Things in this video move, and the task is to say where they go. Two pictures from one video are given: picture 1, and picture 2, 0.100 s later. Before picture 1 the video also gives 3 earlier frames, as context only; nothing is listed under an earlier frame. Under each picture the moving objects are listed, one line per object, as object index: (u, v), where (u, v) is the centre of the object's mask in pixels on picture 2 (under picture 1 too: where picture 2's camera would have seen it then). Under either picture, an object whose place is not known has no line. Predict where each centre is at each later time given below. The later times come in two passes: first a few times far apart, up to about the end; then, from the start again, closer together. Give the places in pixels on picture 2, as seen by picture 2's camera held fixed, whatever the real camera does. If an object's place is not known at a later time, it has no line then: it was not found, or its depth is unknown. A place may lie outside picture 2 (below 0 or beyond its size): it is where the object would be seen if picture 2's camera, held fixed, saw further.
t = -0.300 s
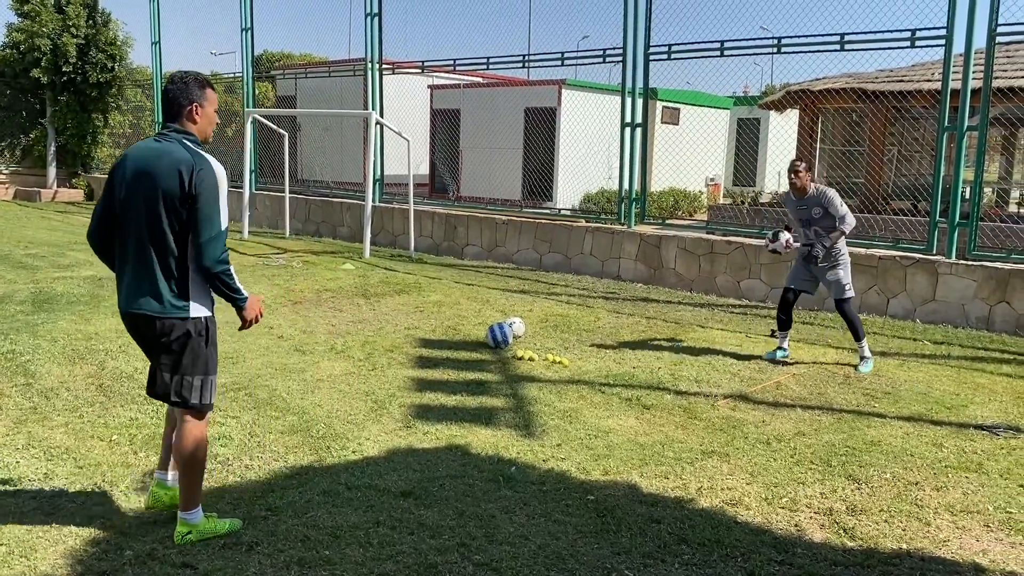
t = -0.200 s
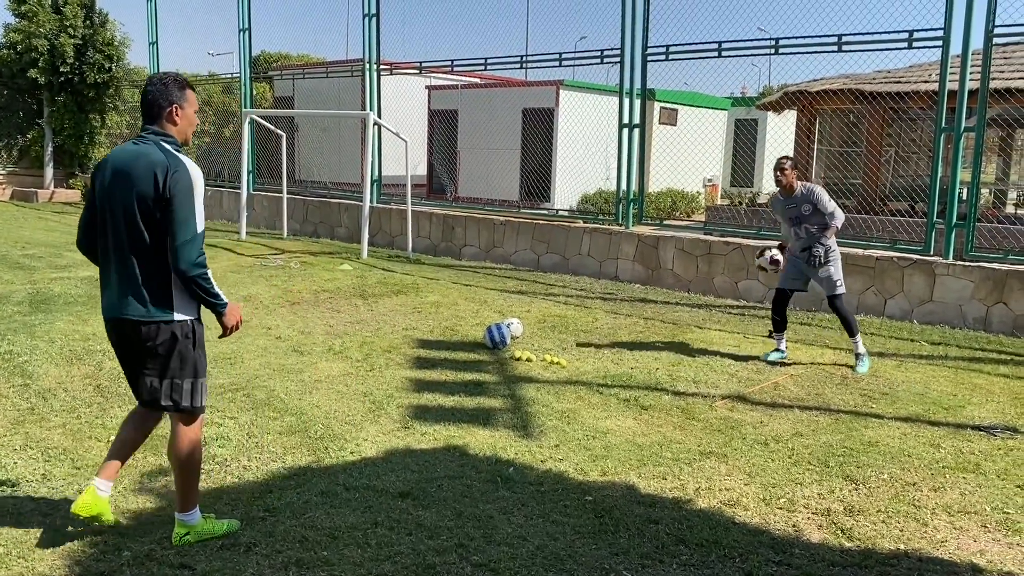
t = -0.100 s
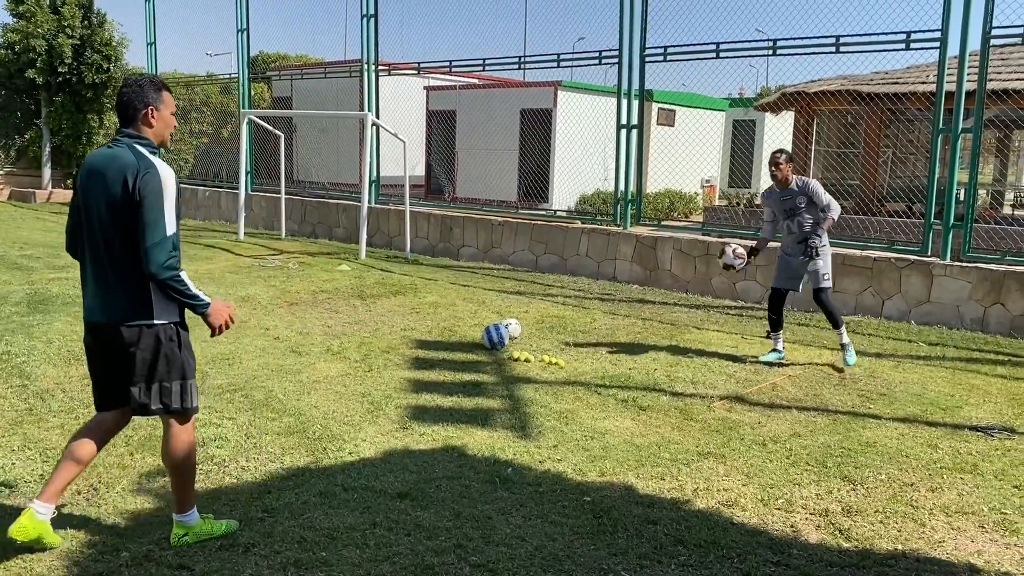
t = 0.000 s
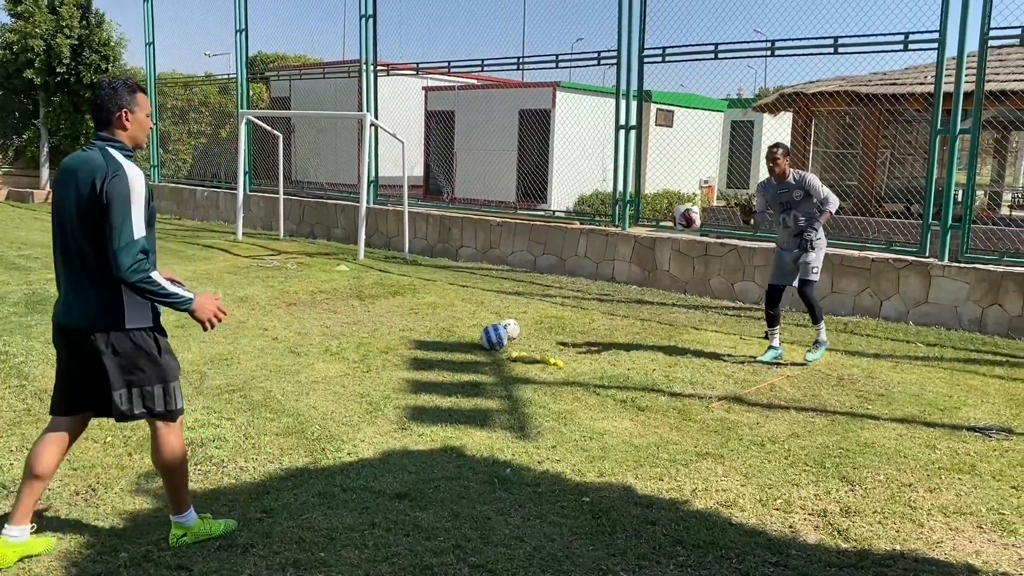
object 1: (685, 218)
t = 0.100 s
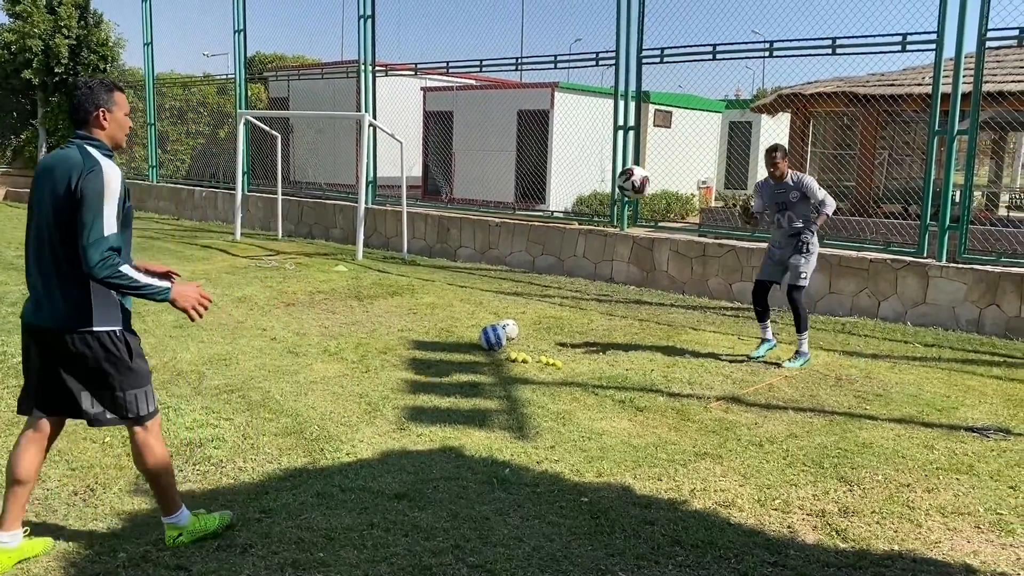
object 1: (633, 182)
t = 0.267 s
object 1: (520, 144)
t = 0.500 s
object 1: (270, 173)
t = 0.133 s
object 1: (613, 171)
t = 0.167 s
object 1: (592, 163)
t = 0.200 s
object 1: (568, 156)
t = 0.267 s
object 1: (520, 144)
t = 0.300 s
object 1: (491, 142)
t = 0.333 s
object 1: (462, 141)
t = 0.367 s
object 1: (429, 141)
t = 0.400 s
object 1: (393, 145)
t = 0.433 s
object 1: (356, 150)
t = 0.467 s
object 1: (315, 160)
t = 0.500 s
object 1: (270, 173)
